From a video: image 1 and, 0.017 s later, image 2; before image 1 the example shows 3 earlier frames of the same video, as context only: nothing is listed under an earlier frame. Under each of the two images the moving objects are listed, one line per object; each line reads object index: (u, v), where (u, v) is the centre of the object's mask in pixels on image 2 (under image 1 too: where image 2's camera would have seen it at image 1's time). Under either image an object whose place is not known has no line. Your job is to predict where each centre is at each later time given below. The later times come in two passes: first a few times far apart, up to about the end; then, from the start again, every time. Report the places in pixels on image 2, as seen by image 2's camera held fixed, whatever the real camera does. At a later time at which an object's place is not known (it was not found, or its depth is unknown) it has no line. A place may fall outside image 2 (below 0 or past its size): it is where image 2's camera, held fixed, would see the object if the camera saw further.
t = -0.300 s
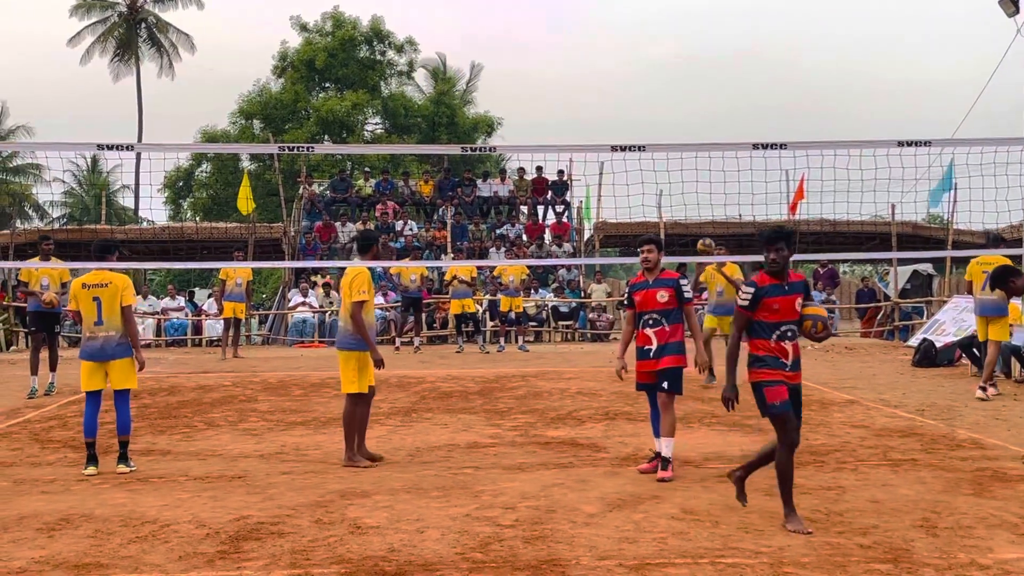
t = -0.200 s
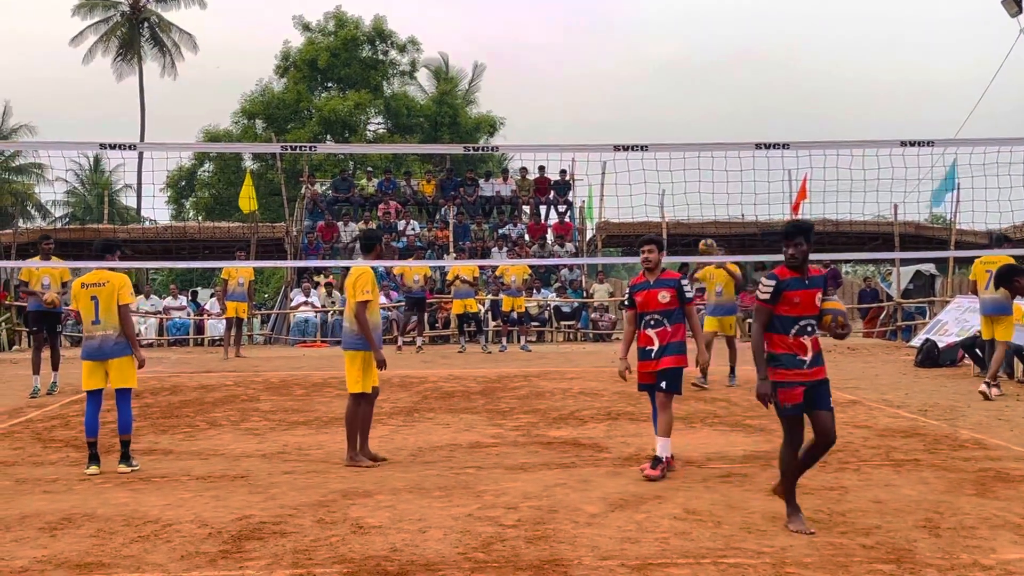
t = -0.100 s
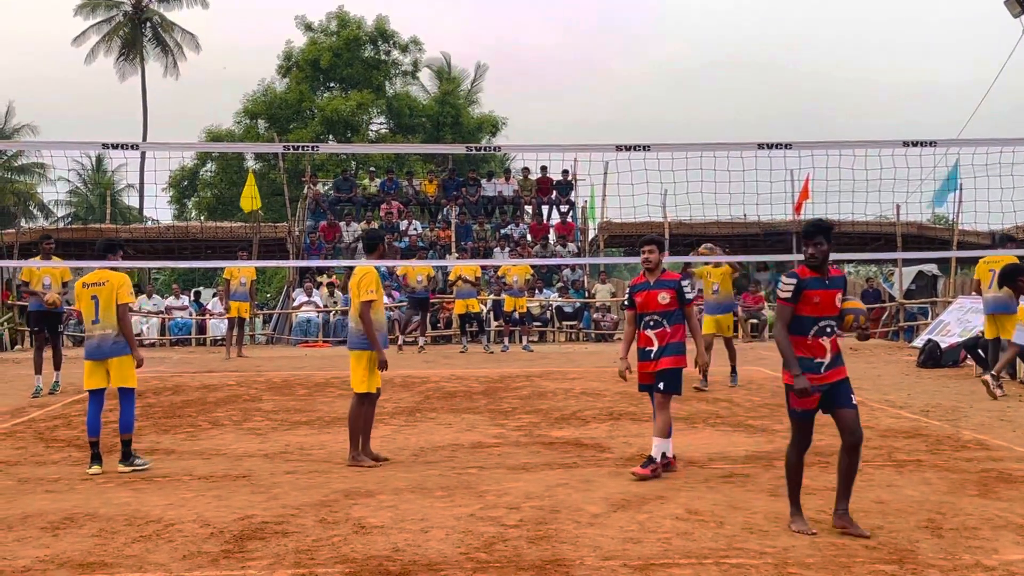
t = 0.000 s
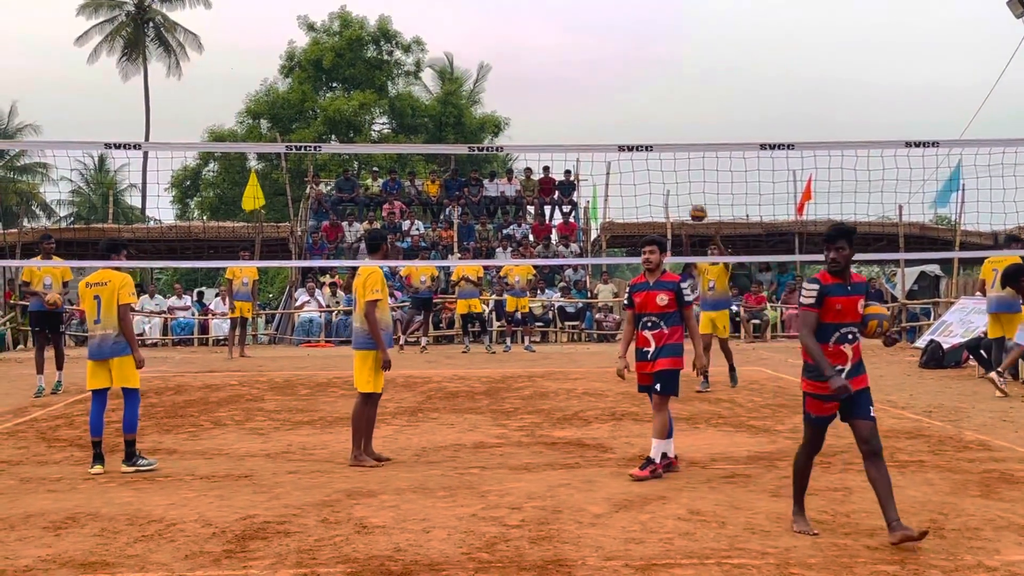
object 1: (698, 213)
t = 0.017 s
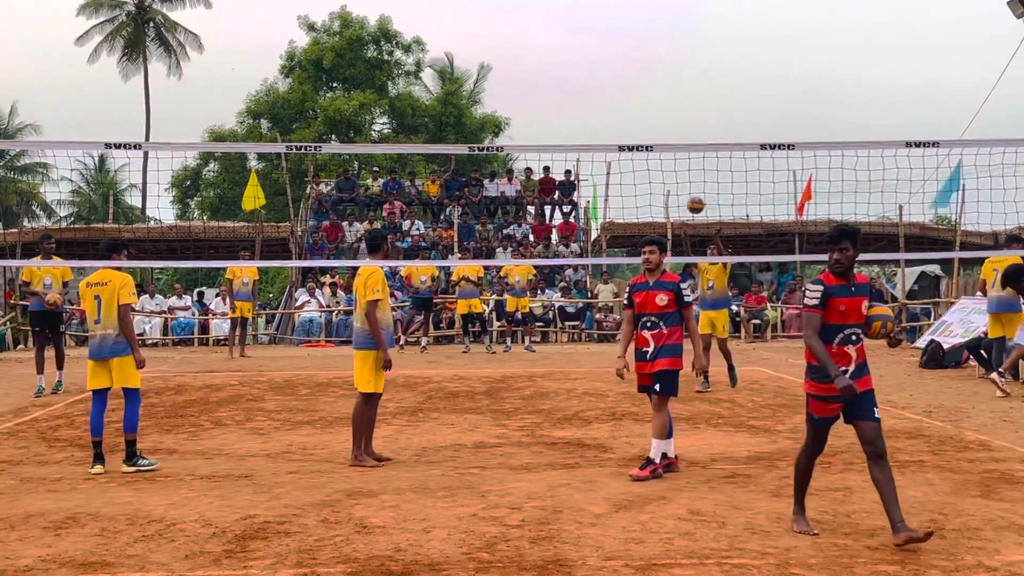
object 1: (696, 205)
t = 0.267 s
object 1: (656, 106)
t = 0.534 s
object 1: (608, 49)
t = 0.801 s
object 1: (550, 59)
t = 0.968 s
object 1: (509, 110)
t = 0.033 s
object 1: (693, 197)
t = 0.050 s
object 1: (691, 190)
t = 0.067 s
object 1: (688, 182)
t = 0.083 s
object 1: (686, 175)
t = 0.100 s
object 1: (683, 168)
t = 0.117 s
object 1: (680, 161)
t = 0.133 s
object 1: (678, 157)
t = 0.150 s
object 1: (675, 141)
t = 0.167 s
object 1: (673, 138)
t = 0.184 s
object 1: (670, 135)
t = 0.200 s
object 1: (667, 129)
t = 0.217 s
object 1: (665, 123)
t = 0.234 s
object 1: (662, 117)
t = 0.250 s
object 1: (659, 112)
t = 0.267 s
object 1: (656, 106)
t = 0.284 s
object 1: (653, 101)
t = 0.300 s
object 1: (651, 96)
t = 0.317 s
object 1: (648, 92)
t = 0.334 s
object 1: (645, 87)
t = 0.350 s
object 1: (642, 83)
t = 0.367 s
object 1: (639, 78)
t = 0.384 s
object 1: (636, 75)
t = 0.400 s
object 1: (633, 71)
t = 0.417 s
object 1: (630, 67)
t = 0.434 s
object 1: (627, 64)
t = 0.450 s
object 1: (624, 61)
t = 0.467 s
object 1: (621, 58)
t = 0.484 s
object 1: (618, 56)
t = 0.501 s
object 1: (615, 53)
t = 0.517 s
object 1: (611, 51)
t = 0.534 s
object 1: (608, 49)
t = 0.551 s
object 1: (605, 48)
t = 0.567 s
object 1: (601, 46)
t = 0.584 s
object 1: (598, 45)
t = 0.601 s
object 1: (594, 45)
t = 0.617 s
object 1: (591, 44)
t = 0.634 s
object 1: (588, 44)
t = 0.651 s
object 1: (584, 44)
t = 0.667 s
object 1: (580, 44)
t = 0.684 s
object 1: (577, 45)
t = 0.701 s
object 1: (573, 46)
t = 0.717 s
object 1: (569, 48)
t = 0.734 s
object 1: (566, 49)
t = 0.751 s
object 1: (562, 51)
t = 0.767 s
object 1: (558, 54)
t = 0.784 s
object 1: (554, 56)
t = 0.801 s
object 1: (550, 59)
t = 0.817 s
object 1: (546, 63)
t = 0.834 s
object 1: (542, 66)
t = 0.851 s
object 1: (538, 71)
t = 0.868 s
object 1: (534, 75)
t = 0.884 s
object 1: (530, 80)
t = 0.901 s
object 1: (526, 85)
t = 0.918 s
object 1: (522, 91)
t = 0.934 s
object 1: (517, 97)
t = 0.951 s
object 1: (513, 103)
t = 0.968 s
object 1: (509, 110)
